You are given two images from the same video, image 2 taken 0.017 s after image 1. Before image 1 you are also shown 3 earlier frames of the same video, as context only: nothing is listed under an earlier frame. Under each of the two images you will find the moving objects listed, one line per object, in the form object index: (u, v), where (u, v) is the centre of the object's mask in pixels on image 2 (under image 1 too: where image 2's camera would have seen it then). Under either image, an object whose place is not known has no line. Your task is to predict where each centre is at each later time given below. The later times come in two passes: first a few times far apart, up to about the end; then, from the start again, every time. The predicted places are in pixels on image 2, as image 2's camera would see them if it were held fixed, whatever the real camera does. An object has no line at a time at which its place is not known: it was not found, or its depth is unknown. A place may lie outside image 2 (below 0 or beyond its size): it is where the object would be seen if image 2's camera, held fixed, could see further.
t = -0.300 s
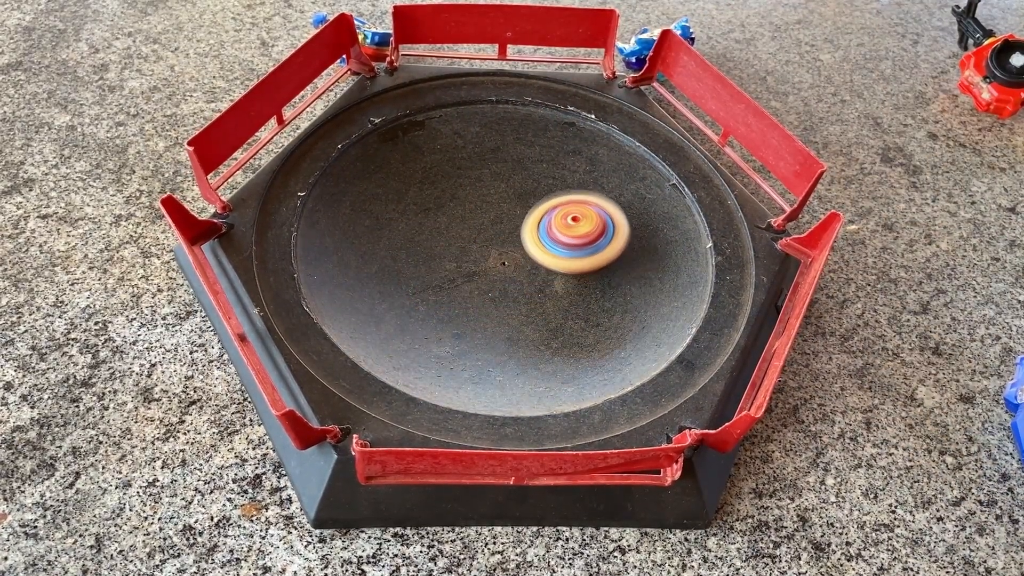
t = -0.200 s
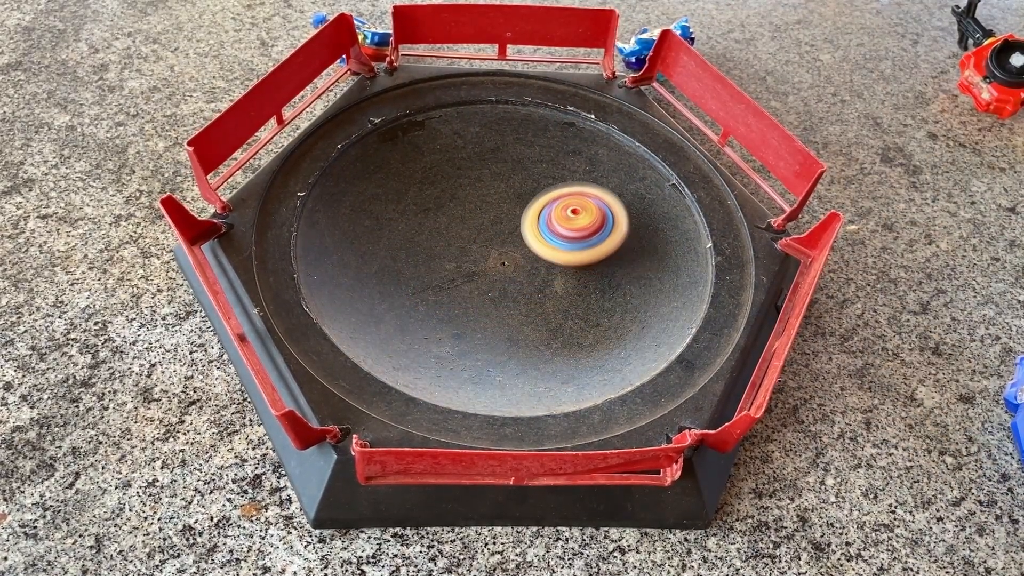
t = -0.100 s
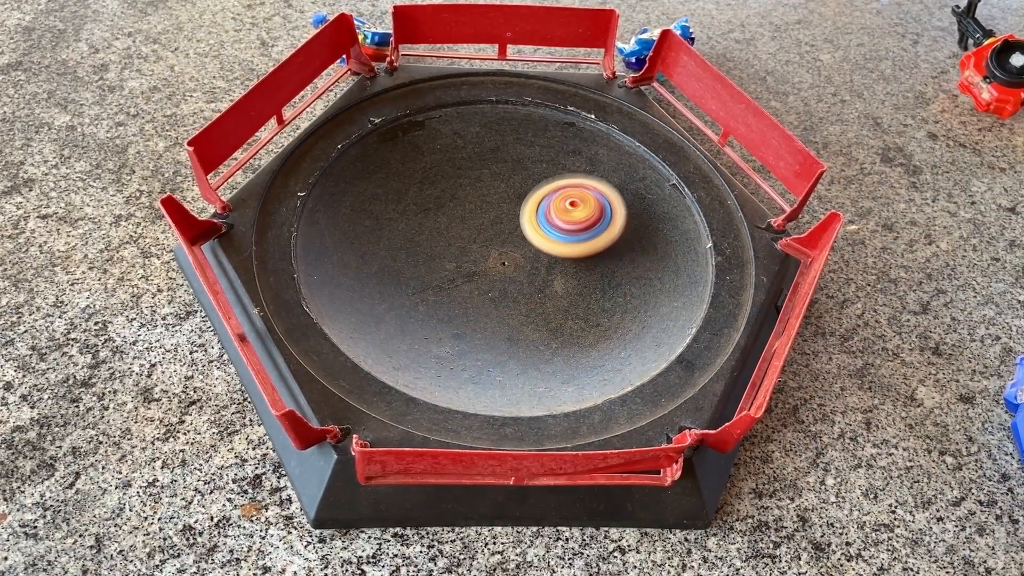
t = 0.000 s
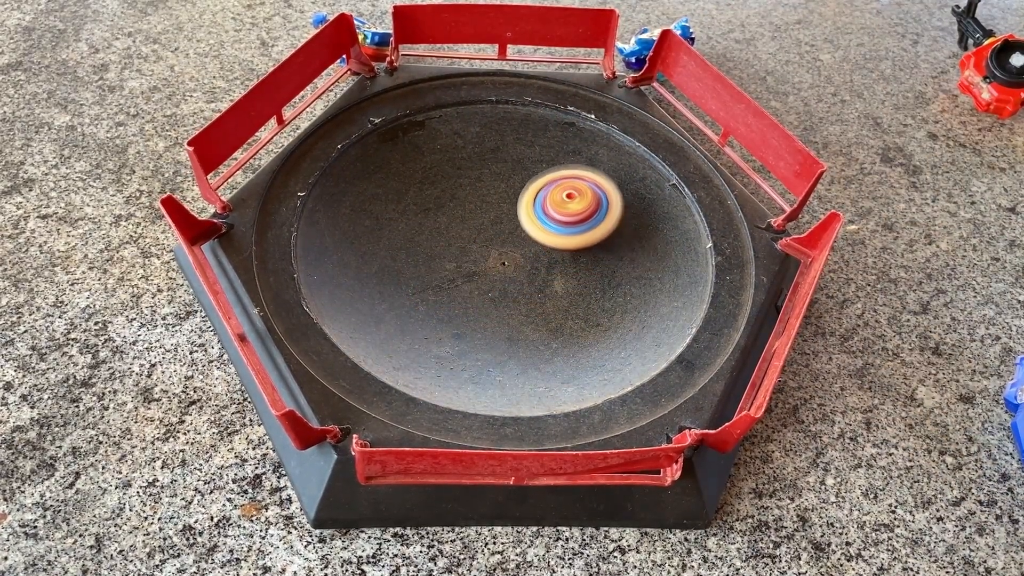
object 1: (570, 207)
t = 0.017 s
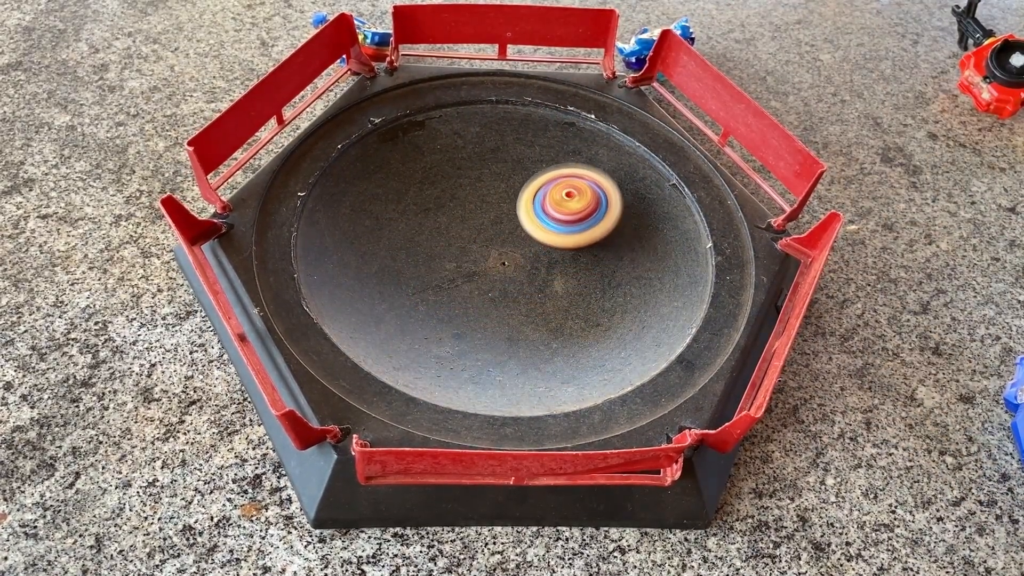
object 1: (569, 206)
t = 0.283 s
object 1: (554, 189)
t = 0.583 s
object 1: (531, 191)
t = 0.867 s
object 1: (486, 176)
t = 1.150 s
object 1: (465, 169)
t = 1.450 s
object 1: (455, 180)
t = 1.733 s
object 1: (444, 206)
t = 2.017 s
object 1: (442, 235)
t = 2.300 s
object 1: (450, 255)
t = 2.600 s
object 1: (473, 272)
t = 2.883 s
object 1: (500, 272)
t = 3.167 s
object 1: (538, 261)
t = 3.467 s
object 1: (559, 238)
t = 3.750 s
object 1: (570, 216)
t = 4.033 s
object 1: (560, 199)
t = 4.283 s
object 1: (535, 184)
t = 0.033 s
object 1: (569, 205)
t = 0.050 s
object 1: (568, 203)
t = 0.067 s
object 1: (567, 202)
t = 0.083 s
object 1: (567, 201)
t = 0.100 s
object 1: (566, 199)
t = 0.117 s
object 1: (565, 198)
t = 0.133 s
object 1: (564, 197)
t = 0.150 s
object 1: (563, 195)
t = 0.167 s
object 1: (562, 194)
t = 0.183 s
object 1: (561, 193)
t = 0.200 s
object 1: (560, 192)
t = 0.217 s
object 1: (559, 190)
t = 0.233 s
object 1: (557, 190)
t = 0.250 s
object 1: (556, 189)
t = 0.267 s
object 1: (555, 189)
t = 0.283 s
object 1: (554, 189)
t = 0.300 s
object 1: (552, 189)
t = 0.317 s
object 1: (550, 189)
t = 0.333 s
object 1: (549, 190)
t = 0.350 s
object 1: (548, 191)
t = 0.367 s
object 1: (547, 191)
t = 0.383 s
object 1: (545, 192)
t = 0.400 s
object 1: (545, 193)
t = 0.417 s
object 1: (544, 193)
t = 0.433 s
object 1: (543, 193)
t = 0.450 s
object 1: (543, 194)
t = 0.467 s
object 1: (542, 193)
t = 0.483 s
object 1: (541, 193)
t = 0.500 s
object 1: (540, 193)
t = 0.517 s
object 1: (539, 193)
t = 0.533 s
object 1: (537, 192)
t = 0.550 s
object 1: (535, 192)
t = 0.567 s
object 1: (533, 191)
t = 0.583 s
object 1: (531, 191)
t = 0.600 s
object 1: (528, 190)
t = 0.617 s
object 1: (525, 189)
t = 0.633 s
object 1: (521, 188)
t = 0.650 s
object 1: (518, 187)
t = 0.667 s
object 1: (515, 186)
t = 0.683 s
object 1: (512, 185)
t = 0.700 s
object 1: (509, 184)
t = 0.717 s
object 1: (507, 183)
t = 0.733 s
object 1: (504, 182)
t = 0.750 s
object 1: (502, 181)
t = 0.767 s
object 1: (500, 180)
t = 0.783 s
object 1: (498, 180)
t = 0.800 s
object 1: (496, 179)
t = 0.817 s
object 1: (494, 178)
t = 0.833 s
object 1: (491, 178)
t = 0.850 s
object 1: (488, 177)
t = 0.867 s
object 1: (486, 176)
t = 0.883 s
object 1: (484, 175)
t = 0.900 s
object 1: (482, 174)
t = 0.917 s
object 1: (481, 174)
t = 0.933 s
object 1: (479, 173)
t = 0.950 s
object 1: (477, 172)
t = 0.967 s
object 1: (476, 172)
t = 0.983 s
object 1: (475, 171)
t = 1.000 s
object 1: (473, 171)
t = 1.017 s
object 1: (472, 170)
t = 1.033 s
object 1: (471, 169)
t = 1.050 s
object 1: (470, 169)
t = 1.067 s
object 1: (469, 169)
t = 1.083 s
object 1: (468, 168)
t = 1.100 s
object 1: (467, 168)
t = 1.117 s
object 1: (466, 168)
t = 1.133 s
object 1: (466, 168)
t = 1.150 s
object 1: (465, 169)
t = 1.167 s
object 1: (464, 169)
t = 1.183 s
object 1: (463, 169)
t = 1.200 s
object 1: (462, 169)
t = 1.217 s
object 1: (461, 170)
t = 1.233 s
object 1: (460, 170)
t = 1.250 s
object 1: (459, 170)
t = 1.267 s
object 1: (459, 171)
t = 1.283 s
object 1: (458, 171)
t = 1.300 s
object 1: (458, 171)
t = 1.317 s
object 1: (458, 172)
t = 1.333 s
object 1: (458, 173)
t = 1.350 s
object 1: (458, 174)
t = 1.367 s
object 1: (458, 175)
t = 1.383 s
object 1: (457, 176)
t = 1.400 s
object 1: (457, 177)
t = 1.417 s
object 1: (456, 178)
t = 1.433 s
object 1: (456, 179)
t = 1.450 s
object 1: (455, 180)
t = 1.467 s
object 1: (454, 181)
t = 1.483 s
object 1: (454, 182)
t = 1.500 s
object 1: (453, 183)
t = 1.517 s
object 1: (453, 184)
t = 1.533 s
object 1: (453, 185)
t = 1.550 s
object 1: (452, 187)
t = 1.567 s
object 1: (452, 188)
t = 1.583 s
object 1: (452, 189)
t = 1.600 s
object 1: (451, 191)
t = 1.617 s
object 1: (451, 193)
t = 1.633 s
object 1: (450, 194)
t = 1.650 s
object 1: (449, 196)
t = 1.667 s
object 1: (448, 198)
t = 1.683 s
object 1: (447, 200)
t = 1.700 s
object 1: (446, 202)
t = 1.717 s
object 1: (445, 204)
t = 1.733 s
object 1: (444, 206)
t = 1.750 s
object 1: (444, 207)
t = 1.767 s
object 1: (444, 208)
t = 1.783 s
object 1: (444, 210)
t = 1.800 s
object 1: (444, 211)
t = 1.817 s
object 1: (444, 213)
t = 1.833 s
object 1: (444, 215)
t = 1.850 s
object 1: (444, 217)
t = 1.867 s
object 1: (444, 219)
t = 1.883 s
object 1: (444, 221)
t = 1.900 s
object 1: (443, 224)
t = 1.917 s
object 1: (443, 225)
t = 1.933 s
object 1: (442, 227)
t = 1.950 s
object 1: (442, 229)
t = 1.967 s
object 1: (442, 230)
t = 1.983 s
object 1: (442, 232)
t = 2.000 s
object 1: (442, 234)
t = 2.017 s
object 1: (442, 235)
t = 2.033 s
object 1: (442, 237)
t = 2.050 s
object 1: (442, 239)
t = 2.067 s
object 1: (443, 241)
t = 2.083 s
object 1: (443, 242)
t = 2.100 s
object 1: (442, 243)
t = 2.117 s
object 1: (442, 245)
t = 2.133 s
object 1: (442, 246)
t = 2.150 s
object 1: (442, 247)
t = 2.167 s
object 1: (443, 248)
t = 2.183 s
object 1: (443, 249)
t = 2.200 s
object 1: (444, 250)
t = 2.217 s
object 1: (445, 251)
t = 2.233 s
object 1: (447, 251)
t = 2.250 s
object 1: (448, 253)
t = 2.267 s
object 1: (449, 253)
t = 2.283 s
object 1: (450, 254)
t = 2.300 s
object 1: (450, 255)
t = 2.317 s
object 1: (451, 256)
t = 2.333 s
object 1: (453, 257)
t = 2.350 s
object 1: (454, 258)
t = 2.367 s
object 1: (456, 259)
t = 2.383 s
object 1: (457, 261)
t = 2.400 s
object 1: (458, 262)
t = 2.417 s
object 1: (460, 264)
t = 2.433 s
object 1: (461, 265)
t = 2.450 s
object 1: (462, 266)
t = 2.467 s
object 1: (462, 267)
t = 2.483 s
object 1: (463, 267)
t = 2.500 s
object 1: (465, 268)
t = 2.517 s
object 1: (466, 268)
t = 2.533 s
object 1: (467, 269)
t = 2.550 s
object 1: (469, 270)
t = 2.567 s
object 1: (470, 271)
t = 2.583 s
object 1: (472, 271)
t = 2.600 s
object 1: (473, 272)
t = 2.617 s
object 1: (474, 273)
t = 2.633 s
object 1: (475, 273)
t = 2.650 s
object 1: (476, 273)
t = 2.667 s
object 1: (477, 273)
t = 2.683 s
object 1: (479, 273)
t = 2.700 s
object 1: (481, 273)
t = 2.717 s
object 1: (483, 274)
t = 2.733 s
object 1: (484, 274)
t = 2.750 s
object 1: (486, 274)
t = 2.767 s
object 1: (487, 274)
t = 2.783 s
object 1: (488, 274)
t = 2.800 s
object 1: (490, 274)
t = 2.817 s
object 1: (492, 274)
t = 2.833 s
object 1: (493, 273)
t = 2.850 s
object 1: (495, 272)
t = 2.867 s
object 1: (497, 272)
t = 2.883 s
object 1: (500, 272)
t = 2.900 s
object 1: (502, 272)
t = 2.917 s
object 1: (504, 272)
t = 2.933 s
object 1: (505, 271)
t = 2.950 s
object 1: (507, 271)
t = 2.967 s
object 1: (509, 270)
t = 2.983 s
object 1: (511, 269)
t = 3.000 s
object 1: (514, 268)
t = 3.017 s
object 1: (517, 267)
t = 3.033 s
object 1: (520, 267)
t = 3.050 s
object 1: (523, 266)
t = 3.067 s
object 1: (524, 266)
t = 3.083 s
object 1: (526, 265)
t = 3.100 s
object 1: (529, 264)
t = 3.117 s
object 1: (531, 263)
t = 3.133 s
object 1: (533, 262)
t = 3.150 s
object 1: (536, 261)
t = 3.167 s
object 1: (538, 261)
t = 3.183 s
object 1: (539, 260)
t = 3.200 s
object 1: (539, 260)
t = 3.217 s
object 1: (540, 259)
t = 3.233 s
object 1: (541, 257)
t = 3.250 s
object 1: (541, 256)
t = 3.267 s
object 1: (542, 254)
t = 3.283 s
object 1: (544, 253)
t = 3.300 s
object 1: (545, 252)
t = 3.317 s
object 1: (547, 251)
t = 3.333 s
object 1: (548, 250)
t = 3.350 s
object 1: (549, 248)
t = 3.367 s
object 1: (550, 247)
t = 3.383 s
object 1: (552, 245)
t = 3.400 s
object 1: (553, 243)
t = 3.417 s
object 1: (555, 241)
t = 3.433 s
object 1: (557, 240)
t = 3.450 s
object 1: (558, 239)
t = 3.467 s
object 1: (559, 238)
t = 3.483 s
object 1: (561, 237)
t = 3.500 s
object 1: (562, 235)
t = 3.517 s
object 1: (562, 233)
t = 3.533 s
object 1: (564, 232)
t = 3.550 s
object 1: (565, 230)
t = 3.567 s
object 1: (566, 230)
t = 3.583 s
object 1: (566, 228)
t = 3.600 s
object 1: (567, 227)
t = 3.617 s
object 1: (567, 226)
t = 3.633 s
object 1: (568, 224)
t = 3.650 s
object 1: (568, 222)
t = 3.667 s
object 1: (569, 221)
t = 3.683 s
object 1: (570, 220)
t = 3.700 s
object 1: (570, 220)
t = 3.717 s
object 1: (570, 219)
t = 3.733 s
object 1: (570, 218)
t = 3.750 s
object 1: (570, 216)
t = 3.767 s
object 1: (570, 214)
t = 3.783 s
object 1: (571, 213)
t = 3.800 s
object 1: (571, 212)
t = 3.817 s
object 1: (571, 211)
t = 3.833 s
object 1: (571, 211)
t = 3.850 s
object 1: (570, 209)
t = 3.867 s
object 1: (569, 208)
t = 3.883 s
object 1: (569, 207)
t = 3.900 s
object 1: (569, 205)
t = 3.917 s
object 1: (569, 205)
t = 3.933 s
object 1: (568, 204)
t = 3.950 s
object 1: (566, 203)
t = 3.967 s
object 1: (564, 203)
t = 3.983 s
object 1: (563, 202)
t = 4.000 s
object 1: (561, 200)
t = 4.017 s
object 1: (561, 199)
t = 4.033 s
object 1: (560, 199)
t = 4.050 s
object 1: (558, 198)
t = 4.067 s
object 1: (556, 197)
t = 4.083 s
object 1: (555, 197)
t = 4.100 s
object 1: (553, 195)
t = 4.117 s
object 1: (551, 193)
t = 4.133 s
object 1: (550, 193)
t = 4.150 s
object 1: (549, 192)
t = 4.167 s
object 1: (547, 191)
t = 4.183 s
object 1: (545, 190)
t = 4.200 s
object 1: (543, 189)
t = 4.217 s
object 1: (540, 188)
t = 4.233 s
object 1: (540, 186)
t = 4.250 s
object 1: (539, 185)
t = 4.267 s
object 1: (537, 185)
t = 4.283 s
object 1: (535, 184)
